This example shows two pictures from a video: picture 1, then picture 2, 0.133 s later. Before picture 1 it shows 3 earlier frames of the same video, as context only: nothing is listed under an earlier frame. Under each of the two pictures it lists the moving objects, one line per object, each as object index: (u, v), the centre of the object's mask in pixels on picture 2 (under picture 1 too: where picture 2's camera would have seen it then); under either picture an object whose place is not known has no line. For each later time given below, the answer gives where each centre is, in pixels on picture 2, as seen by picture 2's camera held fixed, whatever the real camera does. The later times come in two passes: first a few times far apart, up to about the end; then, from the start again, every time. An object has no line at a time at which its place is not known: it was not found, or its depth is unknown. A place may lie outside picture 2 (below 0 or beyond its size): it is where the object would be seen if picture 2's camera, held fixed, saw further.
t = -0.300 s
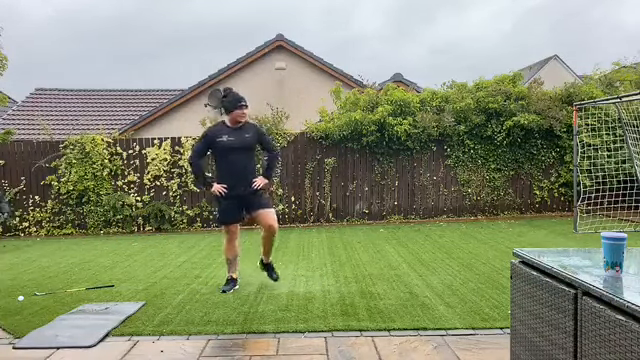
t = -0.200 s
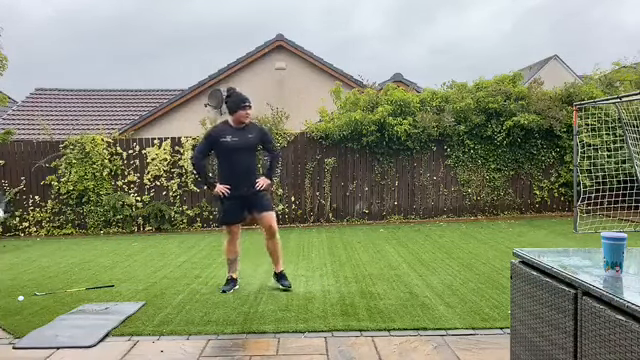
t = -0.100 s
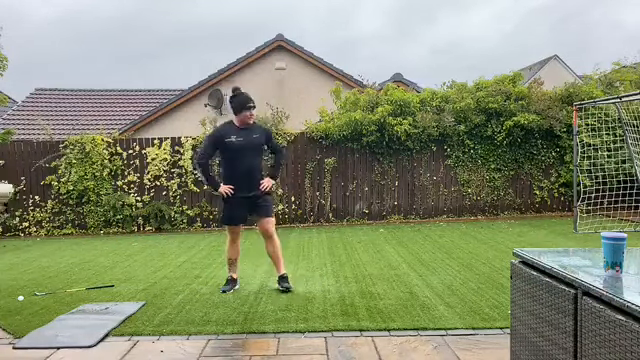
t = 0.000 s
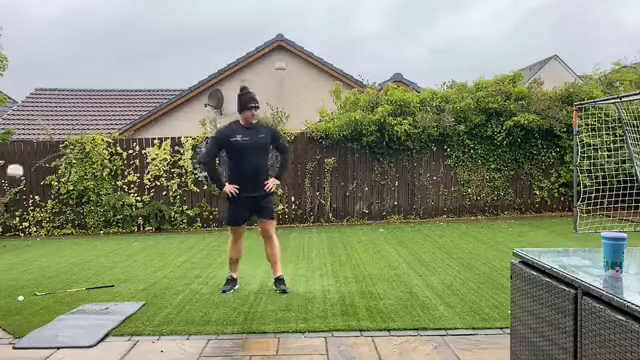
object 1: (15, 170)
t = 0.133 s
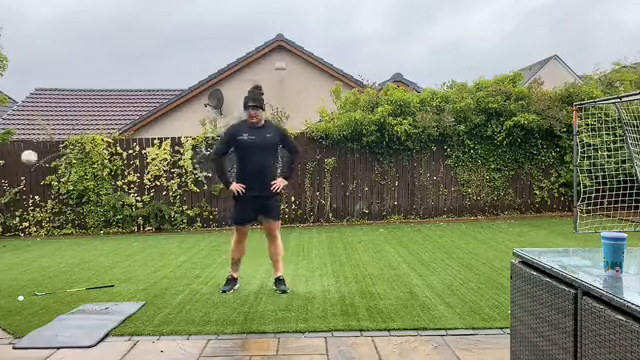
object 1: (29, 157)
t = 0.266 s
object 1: (43, 156)
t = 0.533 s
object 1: (73, 193)
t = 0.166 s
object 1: (32, 155)
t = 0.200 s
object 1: (36, 154)
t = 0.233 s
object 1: (39, 155)
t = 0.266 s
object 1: (43, 156)
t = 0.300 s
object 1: (46, 158)
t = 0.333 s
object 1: (50, 161)
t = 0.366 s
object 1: (54, 164)
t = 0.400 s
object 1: (58, 168)
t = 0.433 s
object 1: (62, 173)
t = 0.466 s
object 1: (65, 178)
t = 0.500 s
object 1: (70, 185)
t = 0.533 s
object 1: (73, 193)
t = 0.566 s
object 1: (77, 201)
